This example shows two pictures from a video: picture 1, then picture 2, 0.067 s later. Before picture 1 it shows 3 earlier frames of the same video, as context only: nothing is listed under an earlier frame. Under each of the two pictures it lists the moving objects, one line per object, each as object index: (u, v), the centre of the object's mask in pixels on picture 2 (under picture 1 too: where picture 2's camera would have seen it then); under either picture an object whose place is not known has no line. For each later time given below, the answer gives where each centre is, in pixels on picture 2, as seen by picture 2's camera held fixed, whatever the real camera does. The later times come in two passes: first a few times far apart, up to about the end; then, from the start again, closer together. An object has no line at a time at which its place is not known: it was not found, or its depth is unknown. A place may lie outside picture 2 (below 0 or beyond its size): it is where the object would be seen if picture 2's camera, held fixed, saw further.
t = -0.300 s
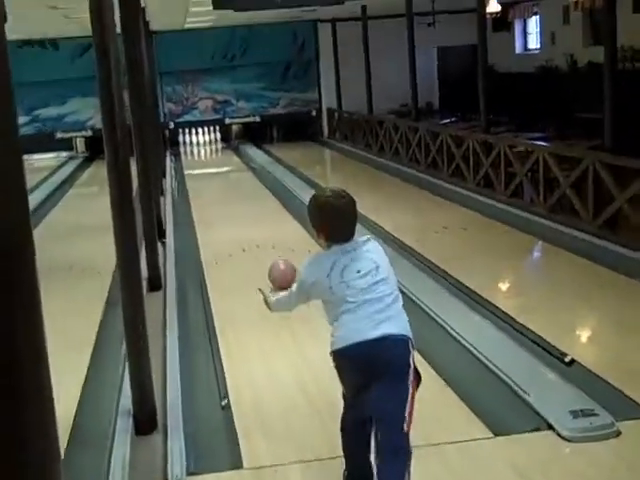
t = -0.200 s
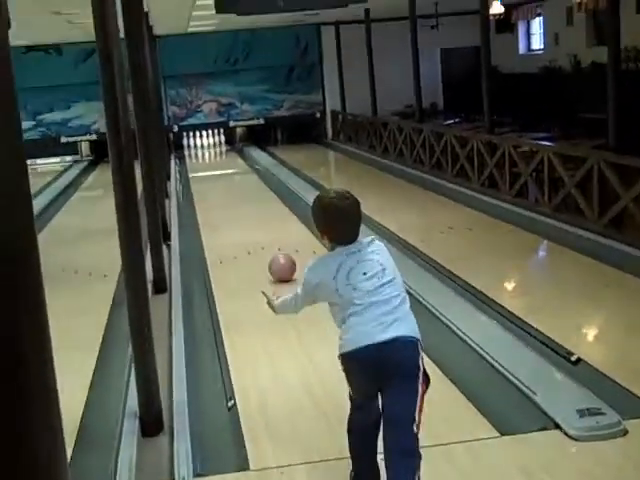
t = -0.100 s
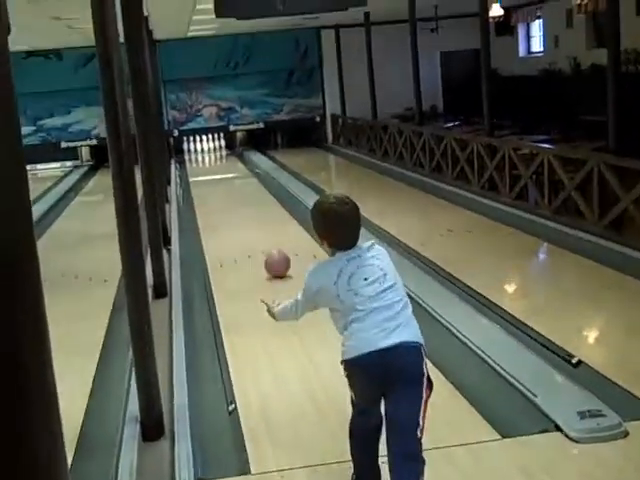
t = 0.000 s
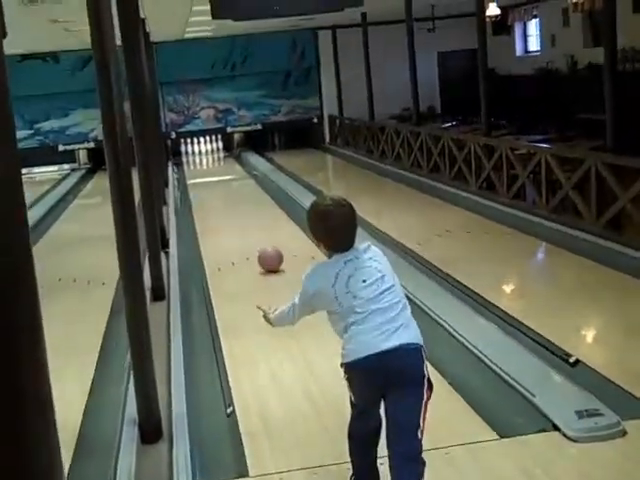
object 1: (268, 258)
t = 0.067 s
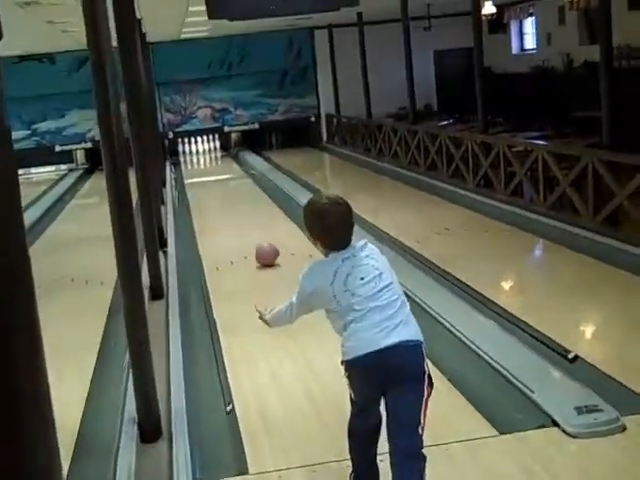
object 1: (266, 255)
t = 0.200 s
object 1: (260, 248)
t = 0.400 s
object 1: (253, 238)
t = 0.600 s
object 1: (246, 228)
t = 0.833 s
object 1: (239, 221)
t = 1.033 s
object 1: (234, 215)
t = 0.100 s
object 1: (264, 253)
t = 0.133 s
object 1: (262, 251)
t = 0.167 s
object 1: (261, 250)
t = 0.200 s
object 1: (260, 248)
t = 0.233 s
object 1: (258, 246)
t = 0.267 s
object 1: (257, 244)
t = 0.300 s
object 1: (256, 242)
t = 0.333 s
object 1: (255, 240)
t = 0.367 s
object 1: (254, 238)
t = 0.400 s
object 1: (253, 238)
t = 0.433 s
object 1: (251, 236)
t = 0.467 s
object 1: (250, 234)
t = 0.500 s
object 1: (249, 233)
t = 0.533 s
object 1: (248, 231)
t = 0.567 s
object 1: (247, 230)
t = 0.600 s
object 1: (246, 228)
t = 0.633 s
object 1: (245, 228)
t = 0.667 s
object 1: (243, 227)
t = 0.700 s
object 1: (243, 225)
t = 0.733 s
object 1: (241, 223)
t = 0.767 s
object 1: (241, 222)
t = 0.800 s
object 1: (241, 222)
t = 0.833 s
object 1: (239, 221)
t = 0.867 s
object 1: (238, 221)
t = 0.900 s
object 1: (237, 220)
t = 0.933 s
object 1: (237, 218)
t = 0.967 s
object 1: (236, 217)
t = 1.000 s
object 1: (235, 217)
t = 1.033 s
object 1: (234, 215)
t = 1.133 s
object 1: (232, 212)
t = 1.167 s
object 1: (230, 211)
